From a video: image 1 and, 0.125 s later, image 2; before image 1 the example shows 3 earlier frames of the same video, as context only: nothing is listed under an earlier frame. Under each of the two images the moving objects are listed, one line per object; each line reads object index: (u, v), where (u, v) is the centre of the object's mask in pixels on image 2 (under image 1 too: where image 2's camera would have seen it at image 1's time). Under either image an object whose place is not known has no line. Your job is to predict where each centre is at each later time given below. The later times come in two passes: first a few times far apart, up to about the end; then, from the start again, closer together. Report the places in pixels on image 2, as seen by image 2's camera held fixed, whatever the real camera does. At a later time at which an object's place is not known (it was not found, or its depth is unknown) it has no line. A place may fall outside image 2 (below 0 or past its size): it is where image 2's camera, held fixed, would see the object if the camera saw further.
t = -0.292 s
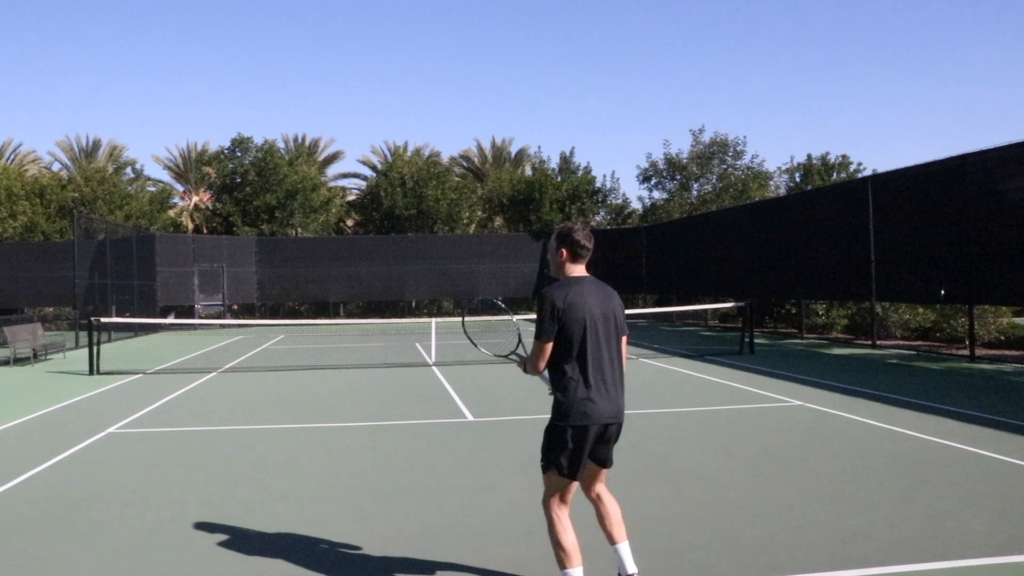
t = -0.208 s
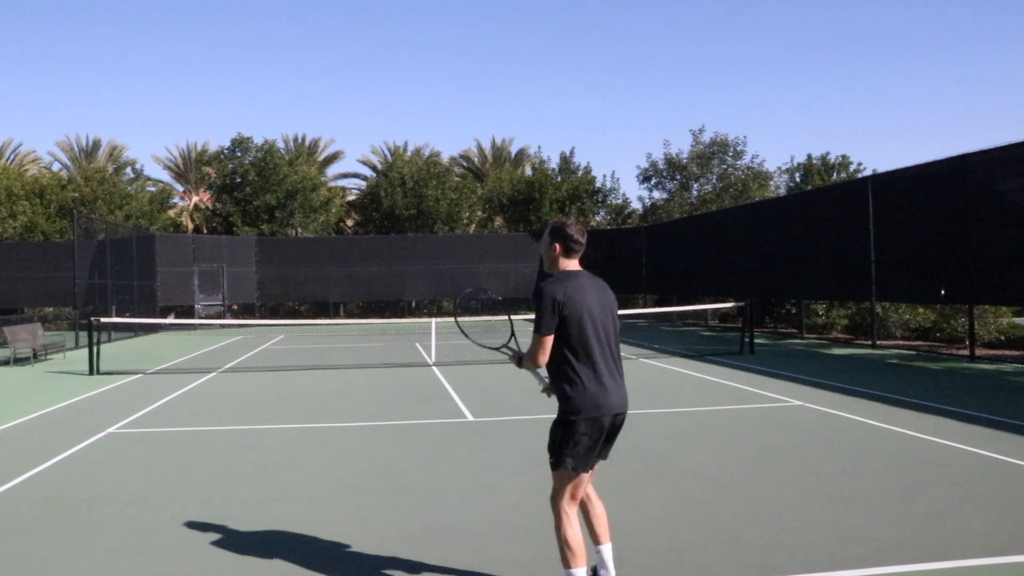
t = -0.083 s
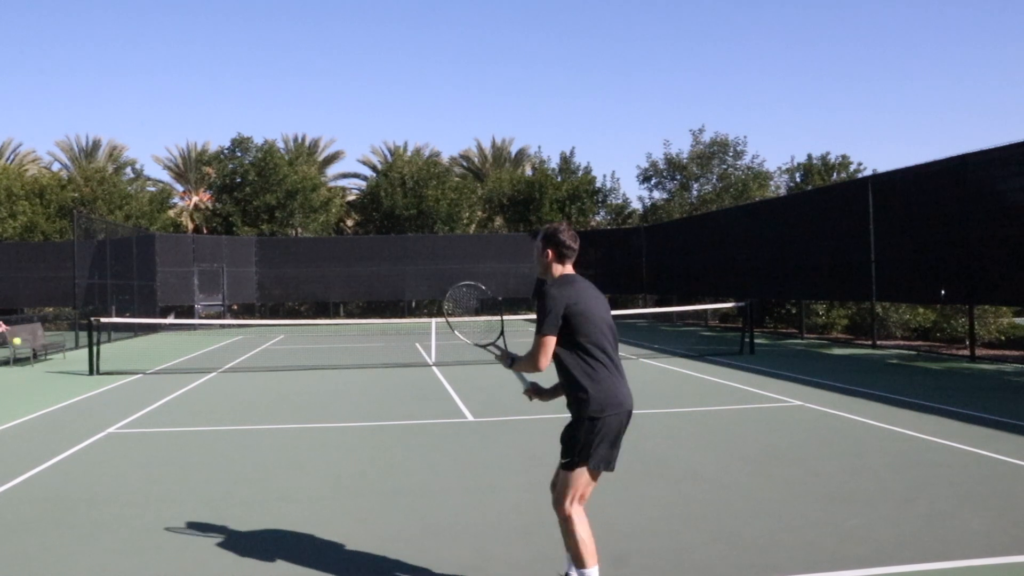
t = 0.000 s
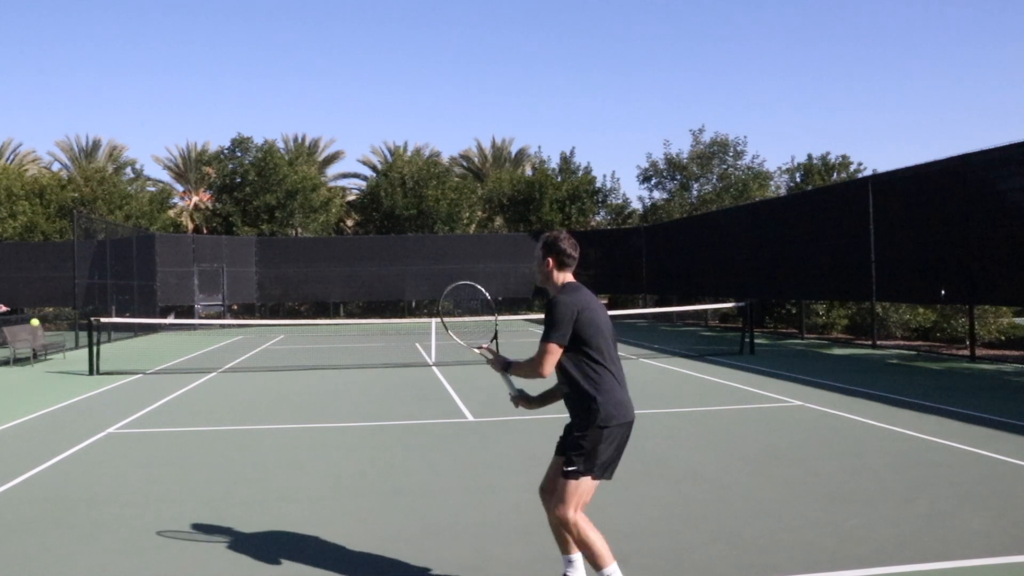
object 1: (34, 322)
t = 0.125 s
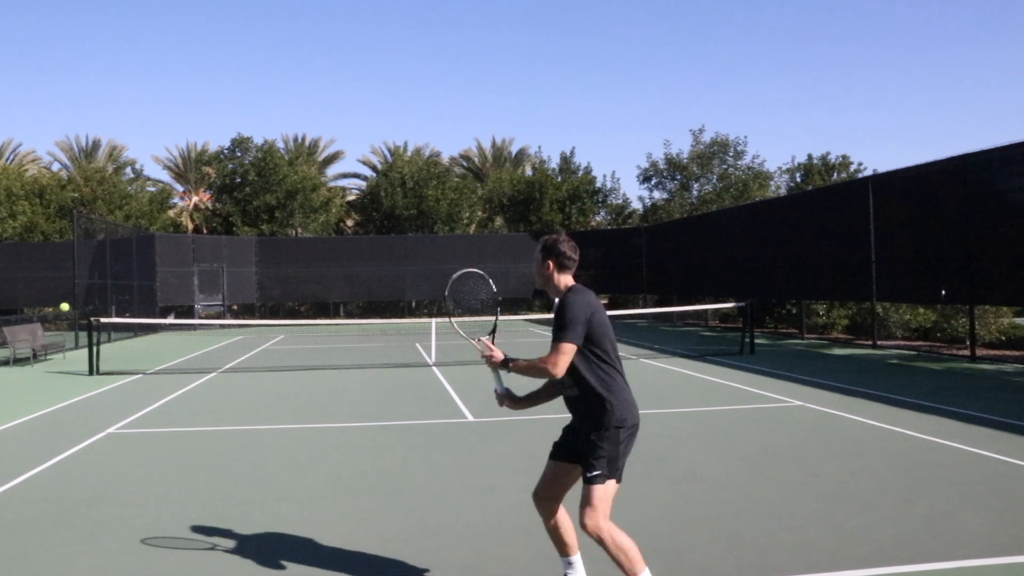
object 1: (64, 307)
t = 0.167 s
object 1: (75, 306)
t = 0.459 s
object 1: (172, 368)
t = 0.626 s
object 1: (247, 480)
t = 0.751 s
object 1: (307, 547)
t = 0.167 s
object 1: (75, 306)
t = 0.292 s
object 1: (111, 315)
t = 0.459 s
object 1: (172, 368)
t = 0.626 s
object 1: (247, 480)
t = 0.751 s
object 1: (307, 547)
